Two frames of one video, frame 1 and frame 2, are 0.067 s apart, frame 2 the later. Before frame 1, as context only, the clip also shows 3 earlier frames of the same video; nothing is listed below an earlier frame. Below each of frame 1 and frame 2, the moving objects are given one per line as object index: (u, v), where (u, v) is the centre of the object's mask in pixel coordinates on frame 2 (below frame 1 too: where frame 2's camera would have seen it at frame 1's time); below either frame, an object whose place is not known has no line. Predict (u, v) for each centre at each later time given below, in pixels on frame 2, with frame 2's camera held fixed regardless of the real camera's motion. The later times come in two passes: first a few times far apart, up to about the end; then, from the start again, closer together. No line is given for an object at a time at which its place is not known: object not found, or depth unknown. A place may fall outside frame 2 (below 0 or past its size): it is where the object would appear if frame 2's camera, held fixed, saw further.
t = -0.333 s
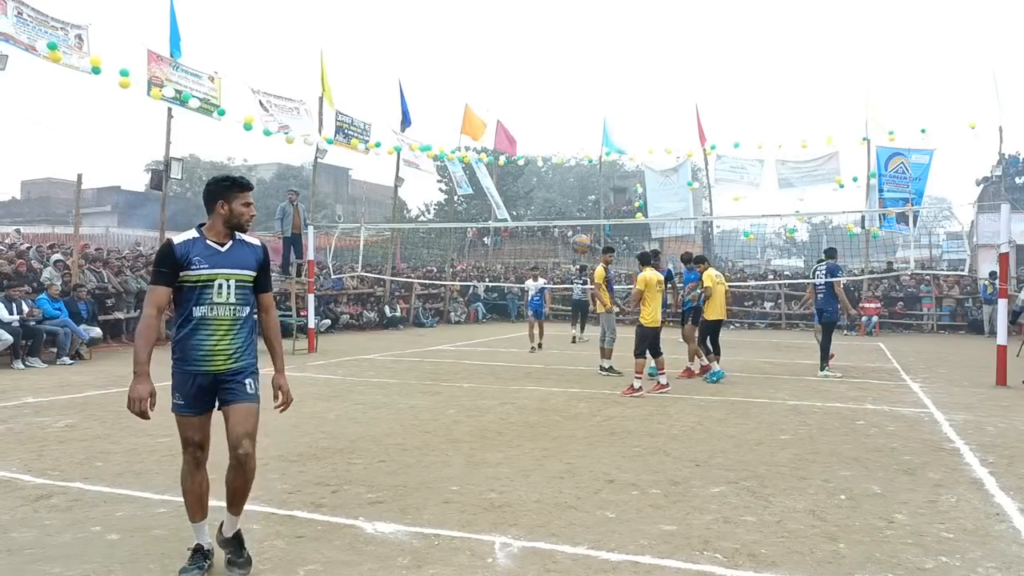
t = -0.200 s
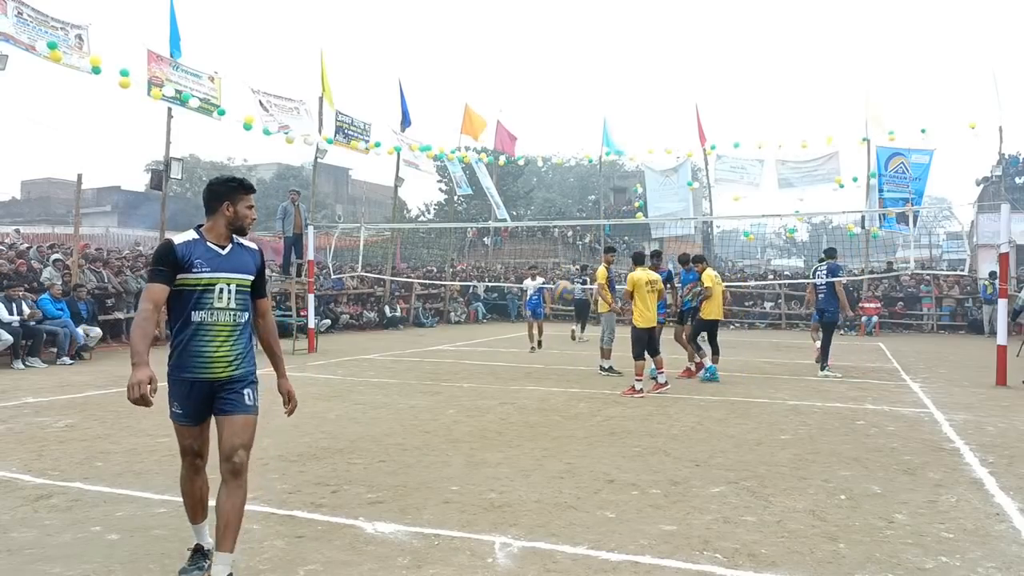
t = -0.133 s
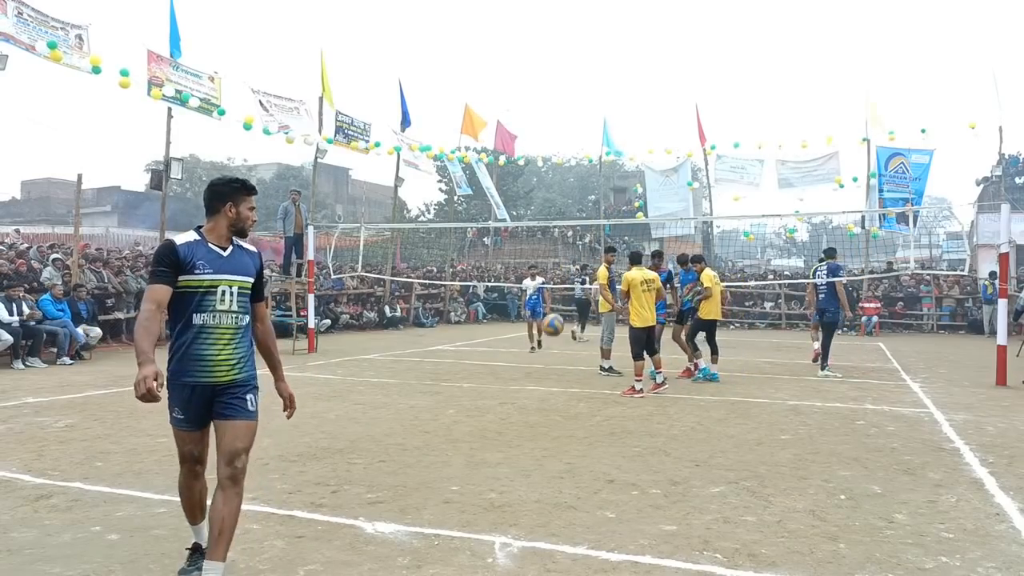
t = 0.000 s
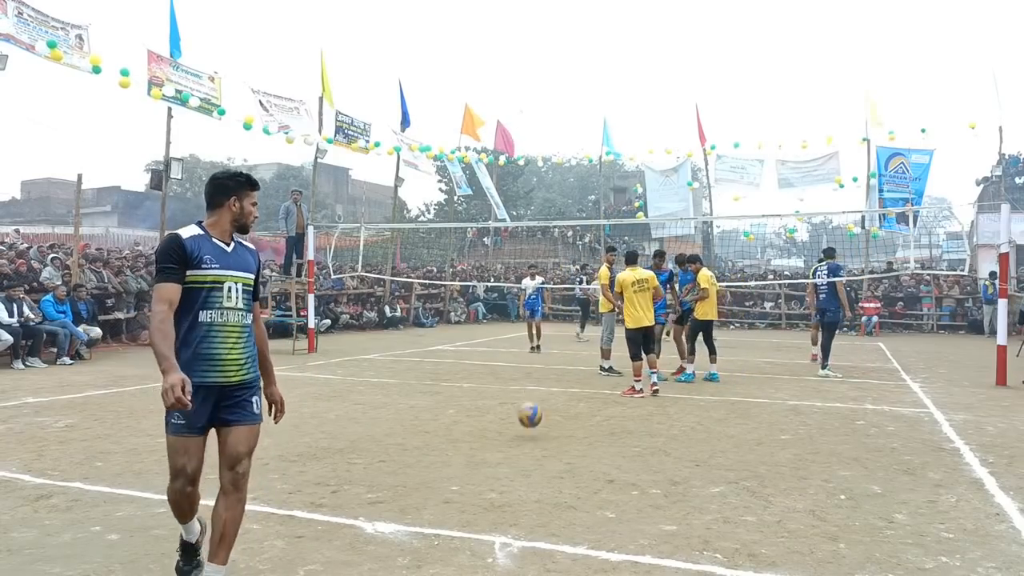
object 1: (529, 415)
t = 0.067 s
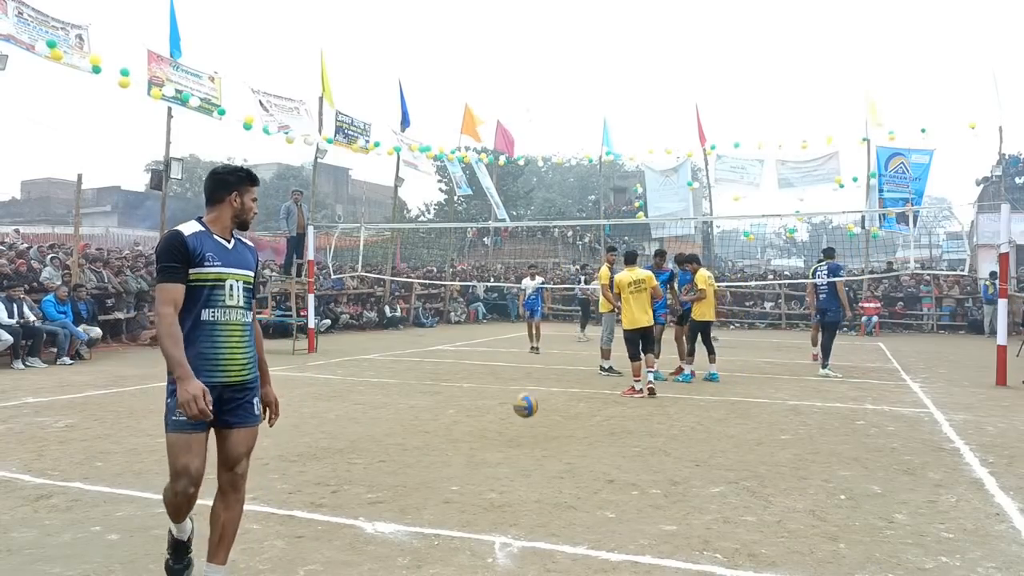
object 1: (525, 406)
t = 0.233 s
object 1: (522, 327)
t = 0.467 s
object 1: (515, 267)
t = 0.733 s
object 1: (506, 279)
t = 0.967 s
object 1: (497, 384)
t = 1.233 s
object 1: (482, 415)
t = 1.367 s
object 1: (472, 365)
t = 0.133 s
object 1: (524, 371)
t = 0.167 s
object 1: (523, 356)
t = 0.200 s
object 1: (522, 342)
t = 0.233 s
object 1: (522, 327)
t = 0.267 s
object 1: (521, 315)
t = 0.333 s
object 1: (520, 293)
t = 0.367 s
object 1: (518, 286)
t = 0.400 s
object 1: (518, 277)
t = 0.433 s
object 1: (516, 271)
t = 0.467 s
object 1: (515, 267)
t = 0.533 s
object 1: (513, 259)
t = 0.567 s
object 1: (513, 259)
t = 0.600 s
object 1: (511, 260)
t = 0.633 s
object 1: (511, 262)
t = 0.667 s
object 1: (510, 266)
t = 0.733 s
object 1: (506, 279)
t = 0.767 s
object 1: (505, 287)
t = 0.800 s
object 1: (504, 296)
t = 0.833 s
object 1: (503, 312)
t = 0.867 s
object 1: (501, 327)
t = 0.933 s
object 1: (499, 363)
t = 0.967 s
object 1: (497, 384)
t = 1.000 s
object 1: (496, 408)
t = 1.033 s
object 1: (495, 433)
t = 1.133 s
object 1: (489, 468)
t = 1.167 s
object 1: (487, 449)
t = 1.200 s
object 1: (485, 432)
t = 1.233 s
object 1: (482, 415)
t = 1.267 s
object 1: (479, 400)
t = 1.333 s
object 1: (474, 375)
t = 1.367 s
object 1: (472, 365)
